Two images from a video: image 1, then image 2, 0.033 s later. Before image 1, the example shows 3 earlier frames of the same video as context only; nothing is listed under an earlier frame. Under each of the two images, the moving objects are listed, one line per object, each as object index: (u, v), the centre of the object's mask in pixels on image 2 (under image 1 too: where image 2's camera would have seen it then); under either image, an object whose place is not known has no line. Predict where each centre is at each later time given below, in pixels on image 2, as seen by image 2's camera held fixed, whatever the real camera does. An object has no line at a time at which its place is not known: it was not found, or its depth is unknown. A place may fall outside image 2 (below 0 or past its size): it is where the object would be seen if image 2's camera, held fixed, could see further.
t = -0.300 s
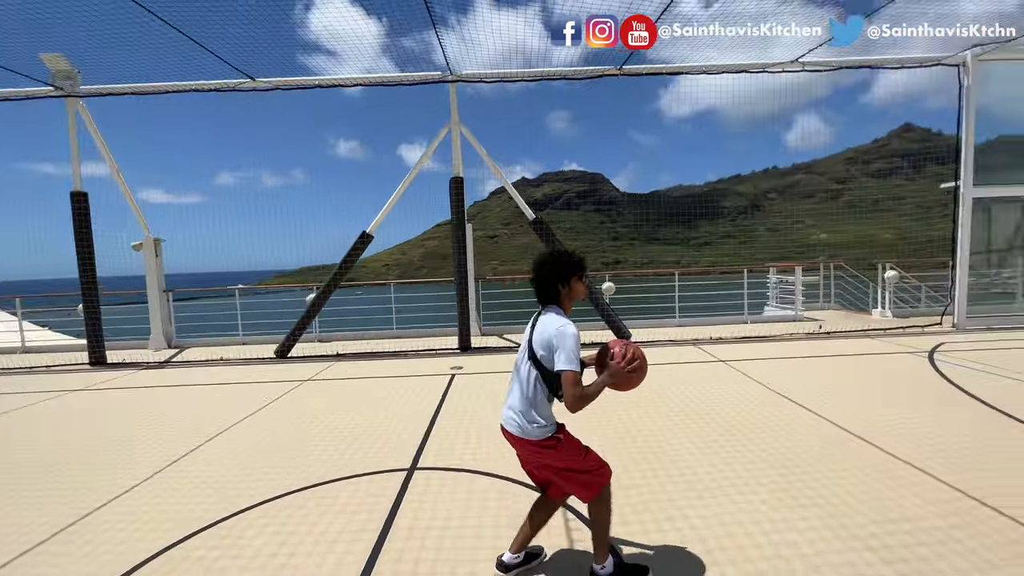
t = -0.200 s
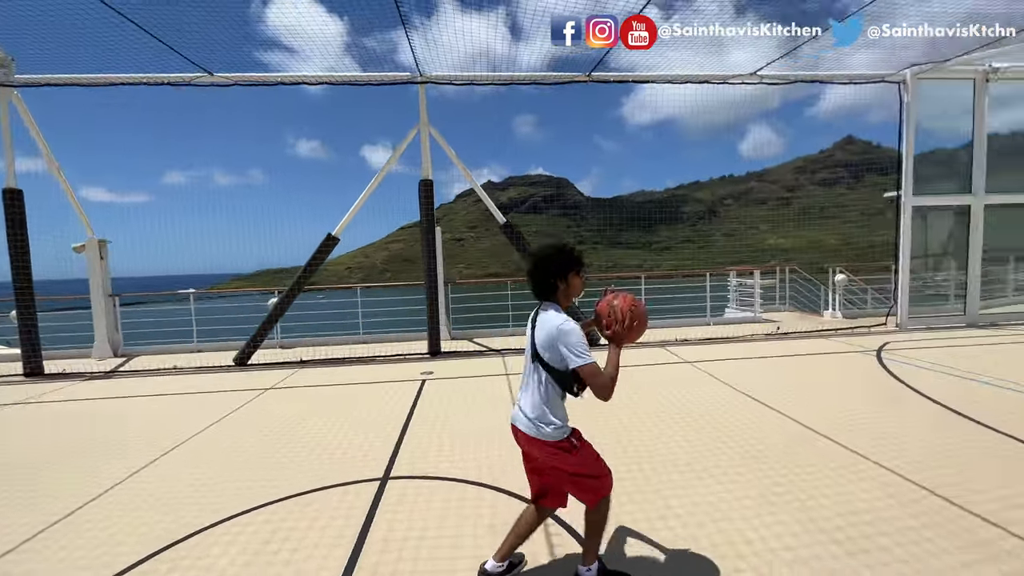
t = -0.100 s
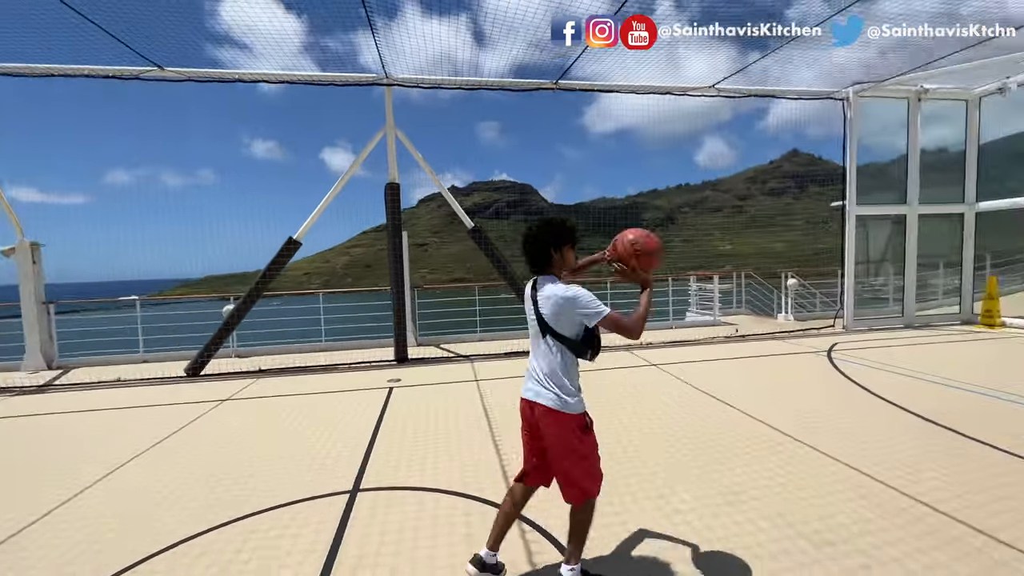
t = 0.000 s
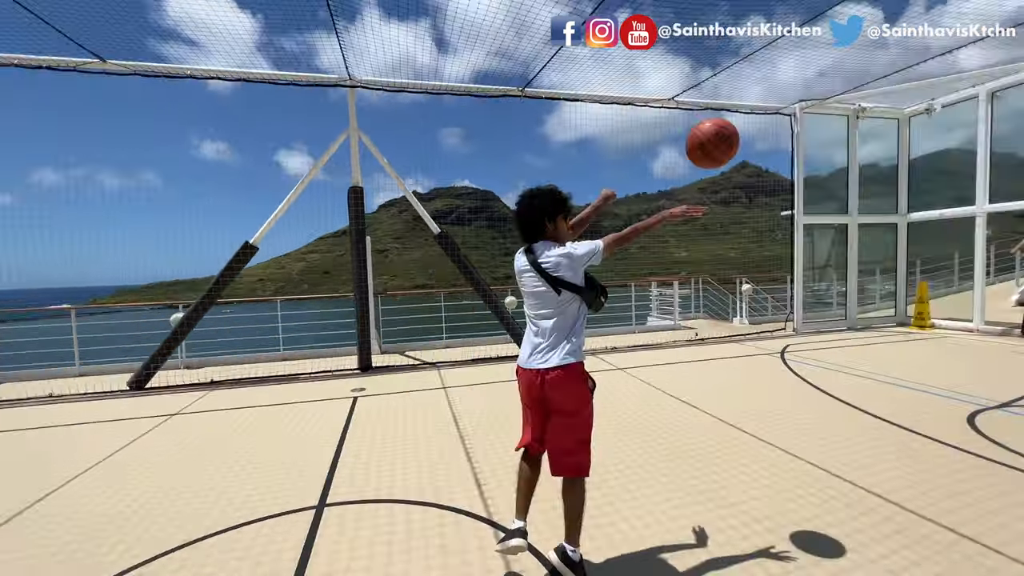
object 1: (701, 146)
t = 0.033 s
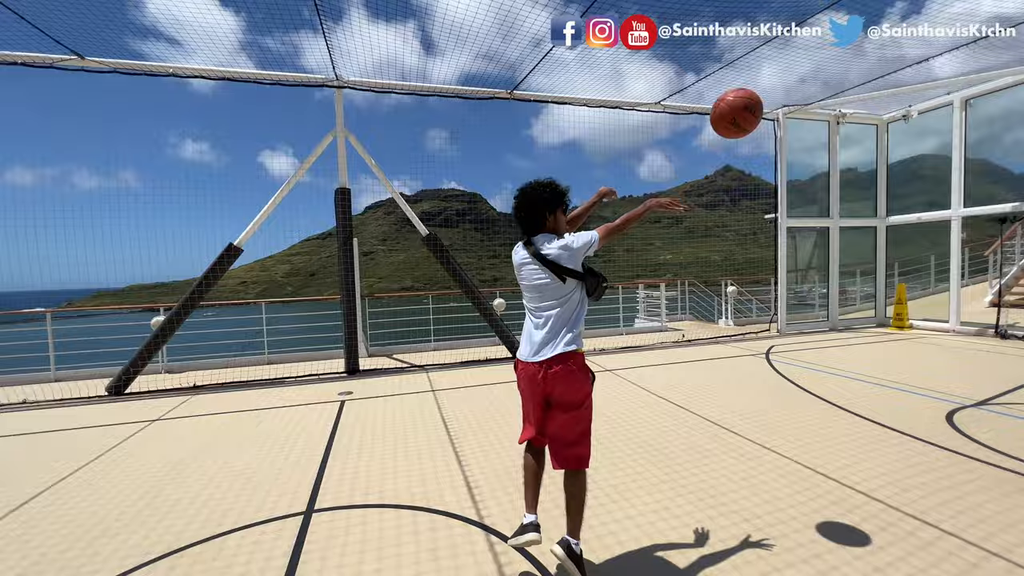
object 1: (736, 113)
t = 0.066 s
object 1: (772, 84)
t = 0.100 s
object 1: (807, 57)
